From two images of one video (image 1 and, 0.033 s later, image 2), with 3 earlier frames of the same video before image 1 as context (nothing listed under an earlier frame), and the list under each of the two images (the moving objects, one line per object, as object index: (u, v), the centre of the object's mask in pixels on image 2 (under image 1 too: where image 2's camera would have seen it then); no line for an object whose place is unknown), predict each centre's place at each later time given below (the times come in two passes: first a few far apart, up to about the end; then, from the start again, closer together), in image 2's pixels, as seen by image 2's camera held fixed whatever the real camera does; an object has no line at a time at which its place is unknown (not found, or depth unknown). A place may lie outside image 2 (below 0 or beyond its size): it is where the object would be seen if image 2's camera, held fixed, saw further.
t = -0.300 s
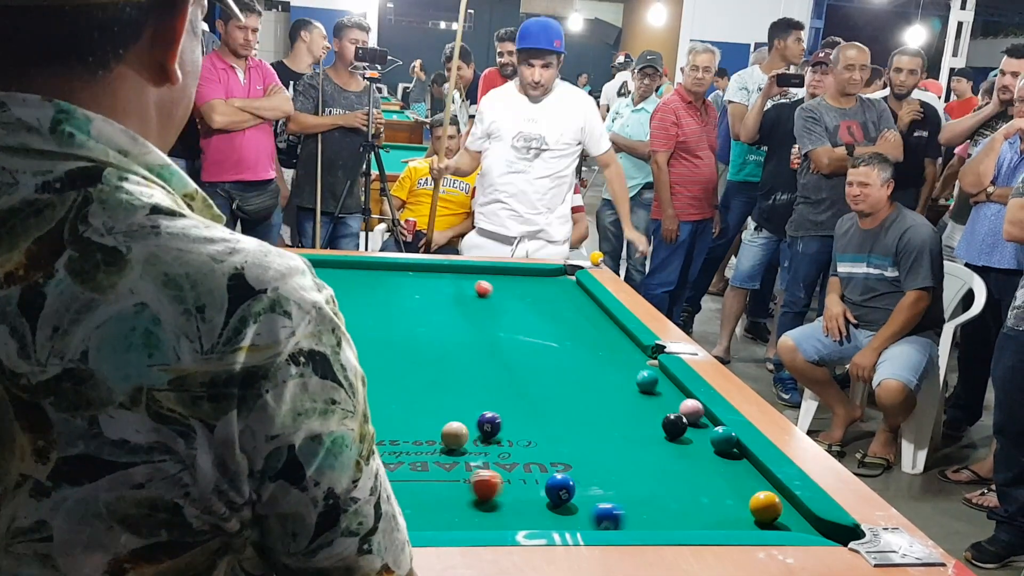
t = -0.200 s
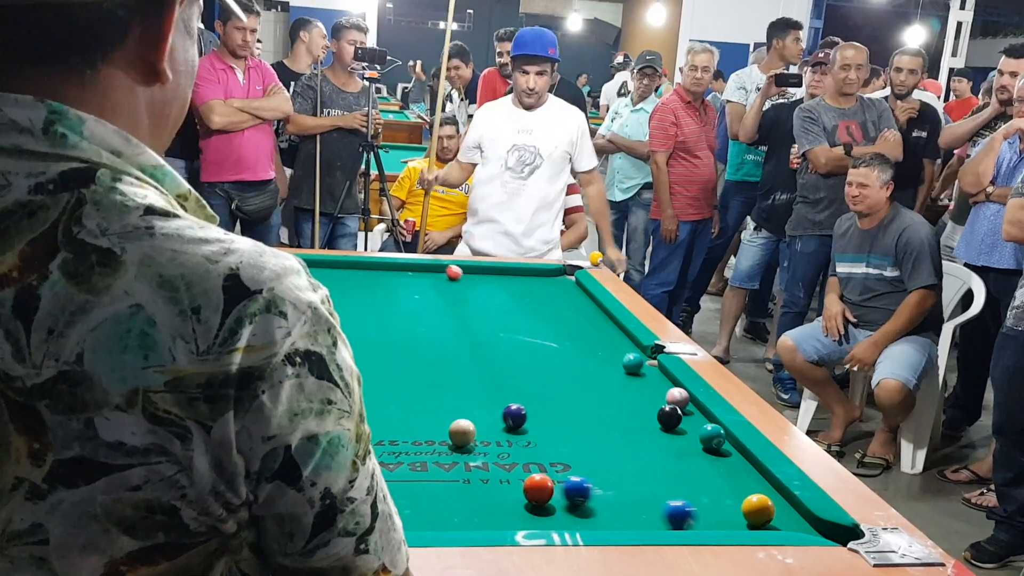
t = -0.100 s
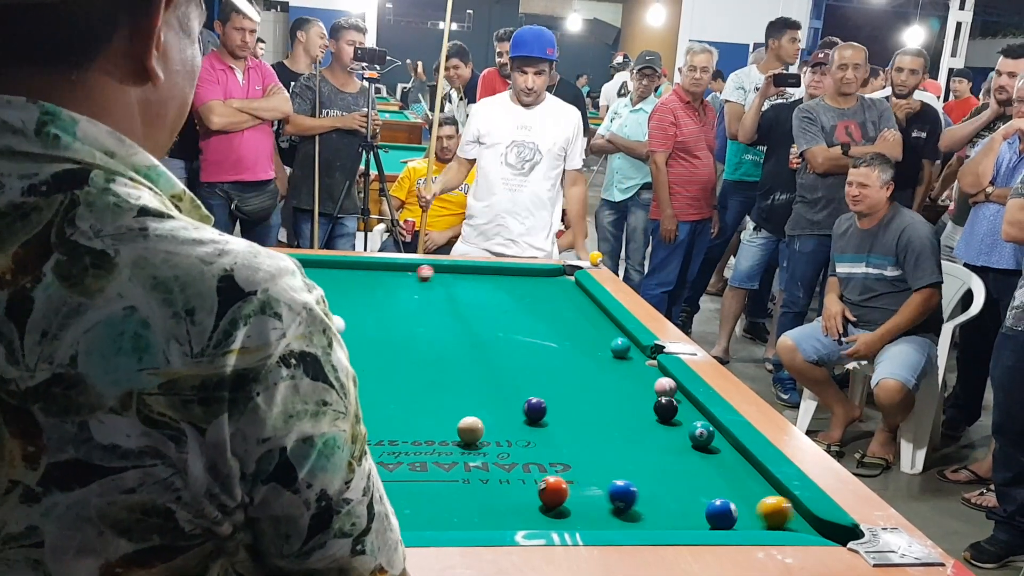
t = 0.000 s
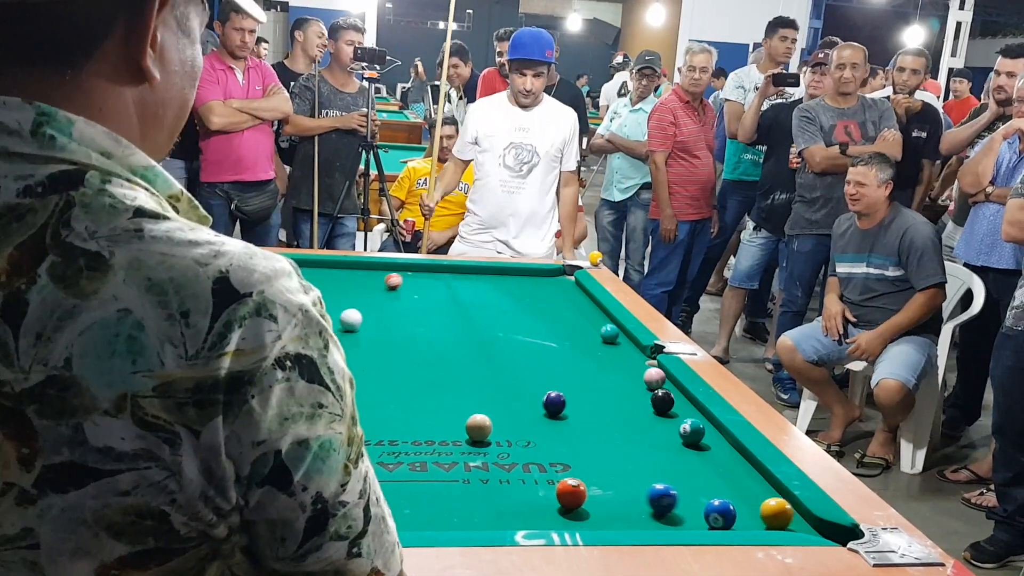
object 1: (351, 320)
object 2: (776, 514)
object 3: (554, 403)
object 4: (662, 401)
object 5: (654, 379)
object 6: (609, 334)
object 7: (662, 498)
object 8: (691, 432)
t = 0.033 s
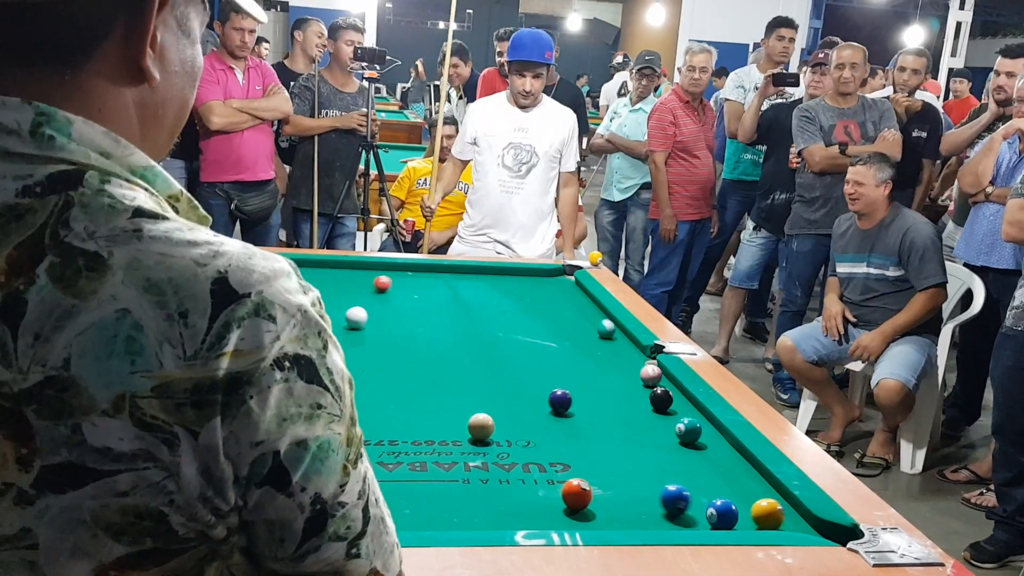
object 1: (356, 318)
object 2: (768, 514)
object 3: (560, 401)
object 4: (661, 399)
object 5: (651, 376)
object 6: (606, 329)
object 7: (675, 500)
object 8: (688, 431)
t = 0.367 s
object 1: (406, 299)
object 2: (774, 521)
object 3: (615, 383)
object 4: (652, 378)
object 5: (621, 348)
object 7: (719, 479)
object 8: (662, 423)
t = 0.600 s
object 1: (434, 288)
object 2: (788, 523)
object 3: (647, 372)
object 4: (647, 360)
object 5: (604, 332)
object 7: (737, 464)
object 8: (647, 419)
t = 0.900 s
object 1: (465, 276)
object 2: (794, 522)
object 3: (630, 361)
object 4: (644, 350)
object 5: (586, 315)
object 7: (718, 449)
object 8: (633, 416)
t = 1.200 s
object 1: (496, 270)
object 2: (795, 522)
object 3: (599, 352)
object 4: (617, 350)
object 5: (571, 301)
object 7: (694, 439)
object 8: (625, 414)
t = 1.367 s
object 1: (521, 274)
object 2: (795, 522)
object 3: (579, 349)
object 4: (610, 348)
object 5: (564, 294)
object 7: (684, 434)
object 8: (623, 413)
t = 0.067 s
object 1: (362, 315)
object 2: (760, 515)
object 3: (566, 399)
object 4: (660, 397)
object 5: (648, 373)
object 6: (603, 325)
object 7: (688, 501)
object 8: (685, 430)
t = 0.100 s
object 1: (367, 313)
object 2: (759, 516)
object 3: (572, 397)
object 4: (659, 395)
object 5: (645, 370)
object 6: (600, 321)
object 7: (696, 499)
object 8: (683, 429)
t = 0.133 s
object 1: (373, 311)
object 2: (761, 517)
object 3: (578, 395)
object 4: (658, 392)
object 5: (641, 367)
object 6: (597, 317)
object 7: (699, 497)
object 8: (680, 428)
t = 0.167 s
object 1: (378, 309)
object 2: (762, 517)
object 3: (584, 393)
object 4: (657, 390)
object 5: (638, 364)
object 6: (594, 313)
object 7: (702, 494)
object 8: (677, 428)
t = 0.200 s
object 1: (383, 308)
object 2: (764, 517)
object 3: (589, 391)
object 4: (656, 388)
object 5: (635, 361)
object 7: (705, 491)
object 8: (675, 427)
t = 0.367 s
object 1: (406, 299)
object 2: (774, 521)
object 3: (615, 383)
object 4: (652, 378)
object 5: (621, 348)
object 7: (719, 479)
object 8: (662, 423)
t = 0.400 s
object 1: (410, 297)
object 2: (777, 521)
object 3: (620, 381)
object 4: (651, 376)
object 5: (618, 345)
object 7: (722, 476)
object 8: (660, 423)
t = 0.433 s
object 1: (414, 295)
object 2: (779, 522)
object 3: (624, 380)
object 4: (650, 374)
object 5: (616, 343)
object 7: (724, 474)
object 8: (657, 422)
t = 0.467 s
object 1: (419, 294)
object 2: (782, 522)
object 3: (630, 378)
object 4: (650, 373)
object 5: (614, 341)
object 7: (728, 471)
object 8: (656, 421)
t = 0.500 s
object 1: (423, 292)
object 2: (784, 523)
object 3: (634, 376)
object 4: (650, 371)
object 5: (612, 339)
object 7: (730, 470)
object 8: (654, 421)
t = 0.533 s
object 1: (427, 291)
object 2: (786, 523)
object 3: (639, 375)
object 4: (651, 367)
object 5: (609, 336)
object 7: (733, 467)
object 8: (652, 420)
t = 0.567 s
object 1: (430, 289)
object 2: (787, 523)
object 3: (643, 374)
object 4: (650, 362)
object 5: (607, 334)
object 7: (735, 465)
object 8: (649, 420)
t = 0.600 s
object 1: (434, 288)
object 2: (788, 523)
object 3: (647, 372)
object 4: (647, 360)
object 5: (604, 332)
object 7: (737, 464)
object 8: (647, 419)
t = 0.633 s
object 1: (438, 286)
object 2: (789, 523)
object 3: (650, 371)
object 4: (644, 359)
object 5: (602, 330)
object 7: (739, 461)
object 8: (645, 419)
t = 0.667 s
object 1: (441, 285)
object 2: (790, 523)
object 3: (654, 370)
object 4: (643, 359)
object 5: (600, 328)
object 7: (741, 459)
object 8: (644, 418)
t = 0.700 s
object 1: (445, 284)
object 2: (791, 523)
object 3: (652, 369)
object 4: (642, 357)
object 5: (598, 326)
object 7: (738, 457)
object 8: (642, 418)
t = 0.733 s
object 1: (448, 282)
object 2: (791, 523)
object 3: (648, 367)
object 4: (643, 354)
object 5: (596, 324)
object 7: (734, 456)
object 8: (640, 418)
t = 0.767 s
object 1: (452, 281)
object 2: (792, 523)
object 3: (645, 366)
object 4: (643, 352)
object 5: (594, 322)
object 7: (731, 455)
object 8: (639, 417)
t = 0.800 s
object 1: (455, 280)
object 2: (793, 523)
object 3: (641, 365)
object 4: (644, 350)
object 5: (592, 321)
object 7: (728, 453)
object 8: (637, 417)
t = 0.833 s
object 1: (458, 278)
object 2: (793, 523)
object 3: (637, 364)
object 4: (645, 350)
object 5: (590, 319)
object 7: (724, 452)
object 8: (636, 417)
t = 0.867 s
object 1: (462, 277)
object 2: (794, 522)
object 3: (634, 363)
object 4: (644, 350)
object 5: (588, 317)
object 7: (721, 450)
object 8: (634, 416)
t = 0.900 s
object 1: (465, 276)
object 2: (794, 522)
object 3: (630, 361)
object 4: (644, 350)
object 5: (586, 315)
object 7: (718, 449)
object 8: (633, 416)
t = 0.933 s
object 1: (468, 275)
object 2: (794, 522)
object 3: (627, 360)
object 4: (641, 350)
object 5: (584, 313)
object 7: (715, 448)
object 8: (632, 415)
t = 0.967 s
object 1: (471, 274)
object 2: (794, 522)
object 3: (623, 359)
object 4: (637, 349)
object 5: (582, 312)
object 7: (712, 447)
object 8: (630, 415)
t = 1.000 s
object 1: (474, 272)
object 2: (795, 522)
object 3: (620, 358)
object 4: (634, 349)
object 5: (581, 310)
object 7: (709, 445)
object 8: (630, 415)
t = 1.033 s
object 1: (477, 272)
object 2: (795, 522)
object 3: (617, 357)
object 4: (631, 349)
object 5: (579, 309)
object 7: (707, 444)
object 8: (629, 415)
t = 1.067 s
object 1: (480, 270)
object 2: (795, 522)
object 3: (614, 356)
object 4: (627, 349)
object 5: (577, 307)
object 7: (704, 443)
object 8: (628, 415)
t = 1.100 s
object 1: (482, 269)
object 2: (795, 522)
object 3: (611, 355)
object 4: (624, 349)
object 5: (575, 305)
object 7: (701, 442)
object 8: (627, 414)
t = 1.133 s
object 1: (486, 268)
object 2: (795, 522)
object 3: (608, 354)
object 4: (622, 349)
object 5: (574, 304)
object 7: (699, 441)
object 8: (626, 414)
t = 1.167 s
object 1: (491, 270)
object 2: (795, 522)
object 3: (604, 353)
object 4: (620, 349)
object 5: (572, 302)
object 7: (696, 440)
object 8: (625, 414)
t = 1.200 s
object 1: (496, 270)
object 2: (795, 522)
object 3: (599, 352)
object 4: (617, 350)
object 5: (571, 301)
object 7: (694, 439)
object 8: (625, 414)
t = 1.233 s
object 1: (501, 271)
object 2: (795, 522)
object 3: (595, 351)
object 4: (615, 349)
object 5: (569, 299)
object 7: (692, 438)
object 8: (624, 414)
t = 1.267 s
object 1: (506, 272)
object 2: (795, 522)
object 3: (591, 351)
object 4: (614, 349)
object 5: (568, 298)
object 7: (690, 437)
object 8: (624, 414)
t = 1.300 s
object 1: (511, 273)
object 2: (795, 522)
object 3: (587, 350)
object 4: (612, 349)
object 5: (566, 297)
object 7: (688, 436)
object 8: (623, 414)
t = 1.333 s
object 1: (516, 274)
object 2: (795, 522)
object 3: (583, 349)
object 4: (611, 348)
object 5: (565, 295)
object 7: (686, 435)
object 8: (623, 413)
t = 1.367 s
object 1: (521, 274)
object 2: (795, 522)
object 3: (579, 349)
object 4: (610, 348)
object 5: (564, 294)
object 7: (684, 434)
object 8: (623, 413)
